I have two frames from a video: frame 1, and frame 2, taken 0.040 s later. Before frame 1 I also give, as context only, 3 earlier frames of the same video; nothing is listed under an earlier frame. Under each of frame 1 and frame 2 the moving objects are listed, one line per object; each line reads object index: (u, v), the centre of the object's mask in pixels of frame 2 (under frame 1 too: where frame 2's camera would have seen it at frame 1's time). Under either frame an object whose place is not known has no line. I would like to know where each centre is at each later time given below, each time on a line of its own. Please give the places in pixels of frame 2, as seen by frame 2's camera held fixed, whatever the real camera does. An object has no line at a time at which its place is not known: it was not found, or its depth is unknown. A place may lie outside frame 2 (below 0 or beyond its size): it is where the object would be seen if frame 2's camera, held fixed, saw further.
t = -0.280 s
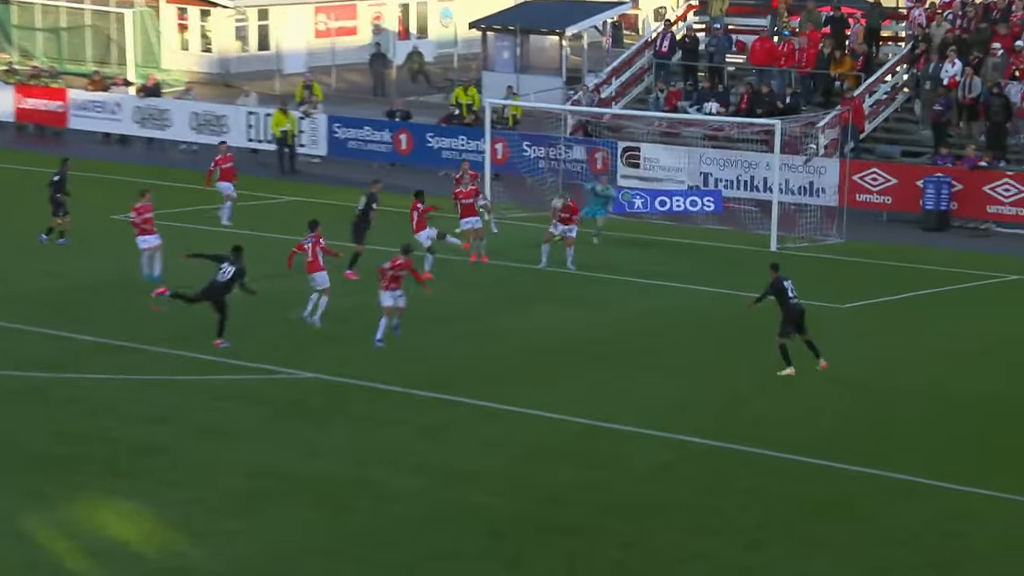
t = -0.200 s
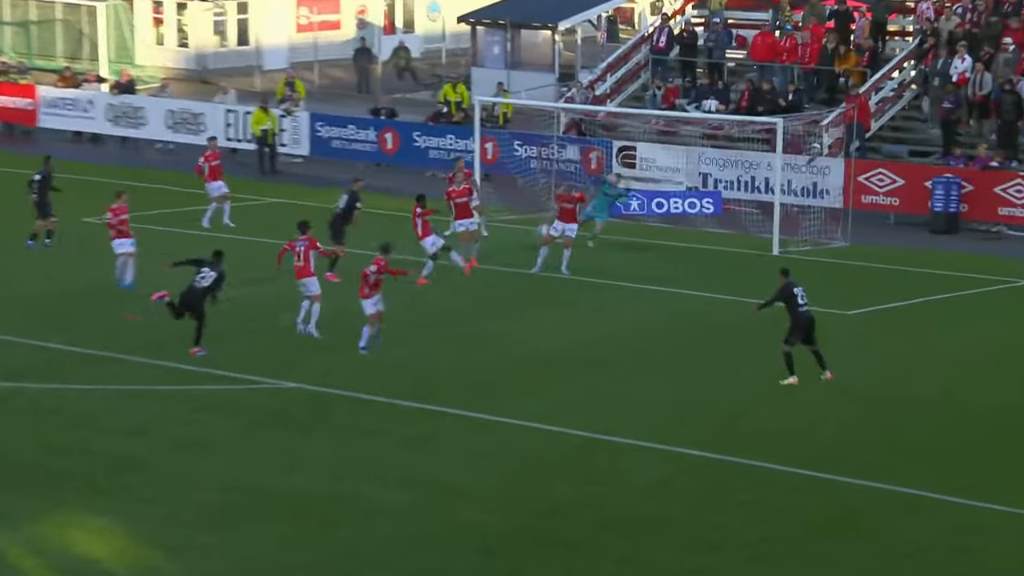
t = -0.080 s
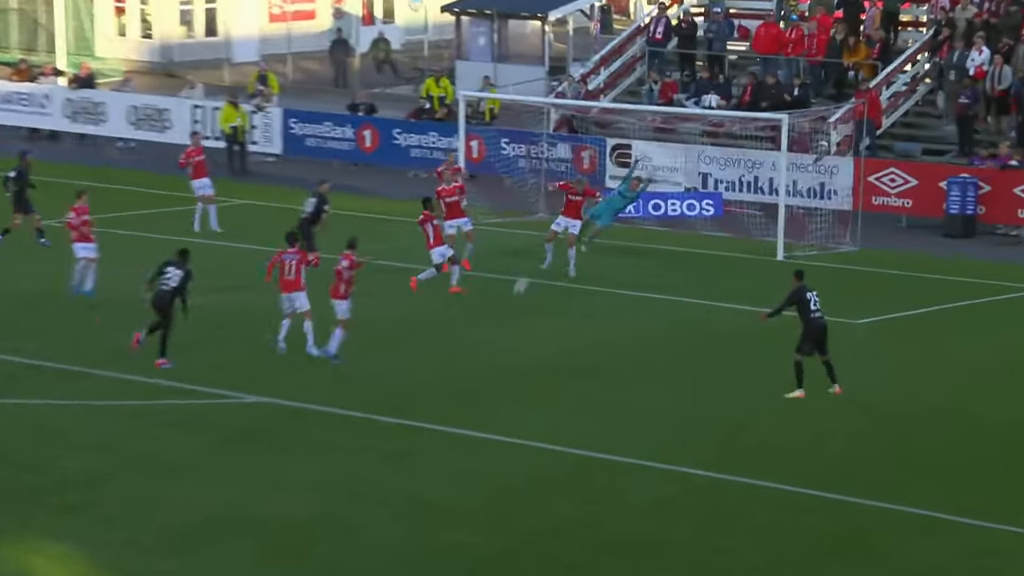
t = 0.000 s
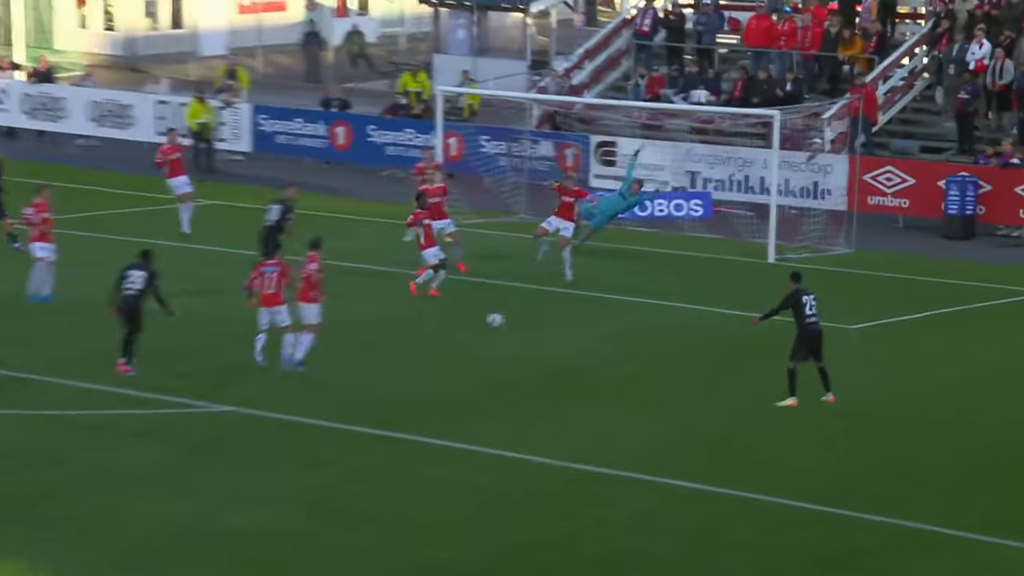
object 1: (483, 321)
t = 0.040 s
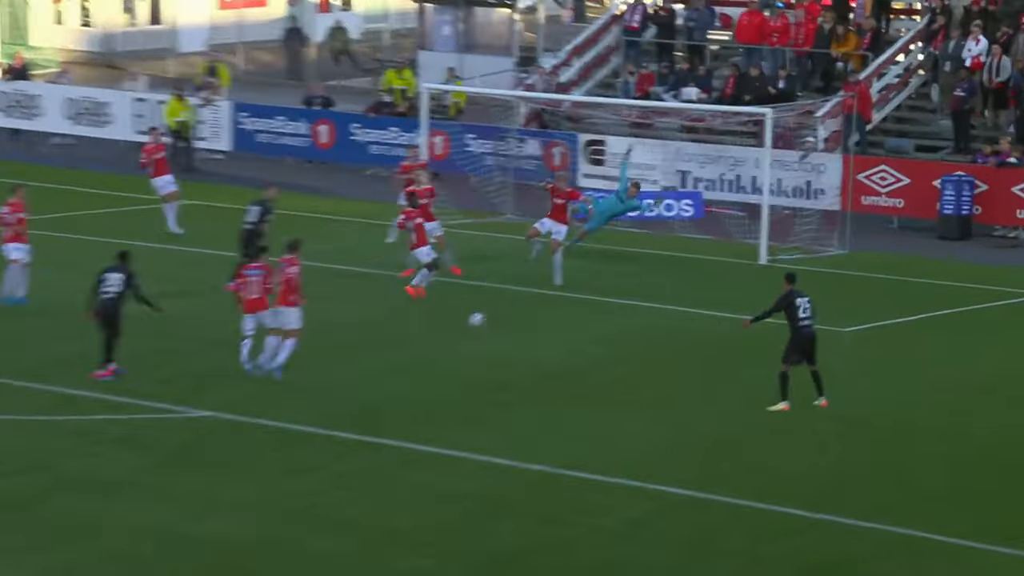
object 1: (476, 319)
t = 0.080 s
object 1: (471, 319)
